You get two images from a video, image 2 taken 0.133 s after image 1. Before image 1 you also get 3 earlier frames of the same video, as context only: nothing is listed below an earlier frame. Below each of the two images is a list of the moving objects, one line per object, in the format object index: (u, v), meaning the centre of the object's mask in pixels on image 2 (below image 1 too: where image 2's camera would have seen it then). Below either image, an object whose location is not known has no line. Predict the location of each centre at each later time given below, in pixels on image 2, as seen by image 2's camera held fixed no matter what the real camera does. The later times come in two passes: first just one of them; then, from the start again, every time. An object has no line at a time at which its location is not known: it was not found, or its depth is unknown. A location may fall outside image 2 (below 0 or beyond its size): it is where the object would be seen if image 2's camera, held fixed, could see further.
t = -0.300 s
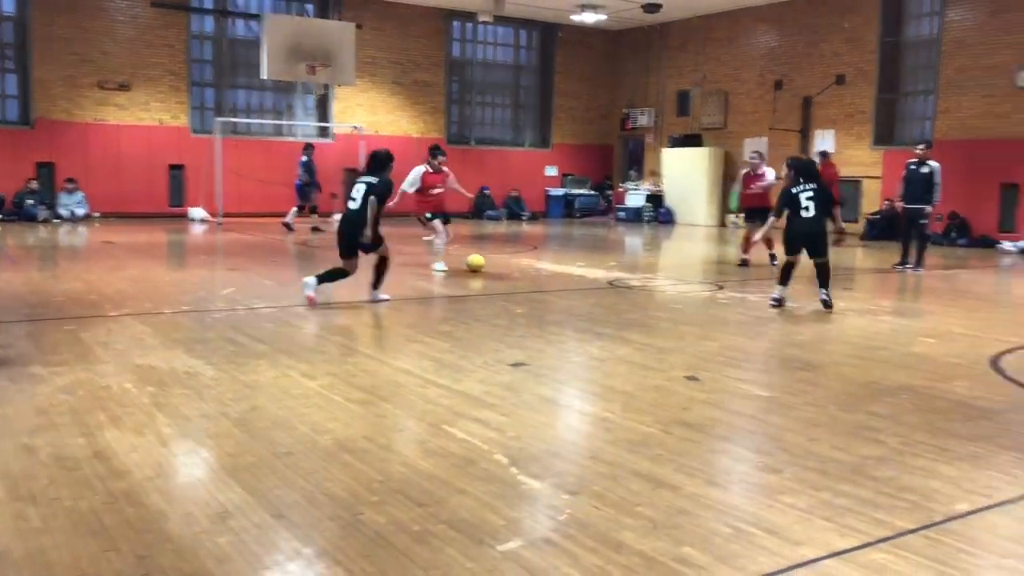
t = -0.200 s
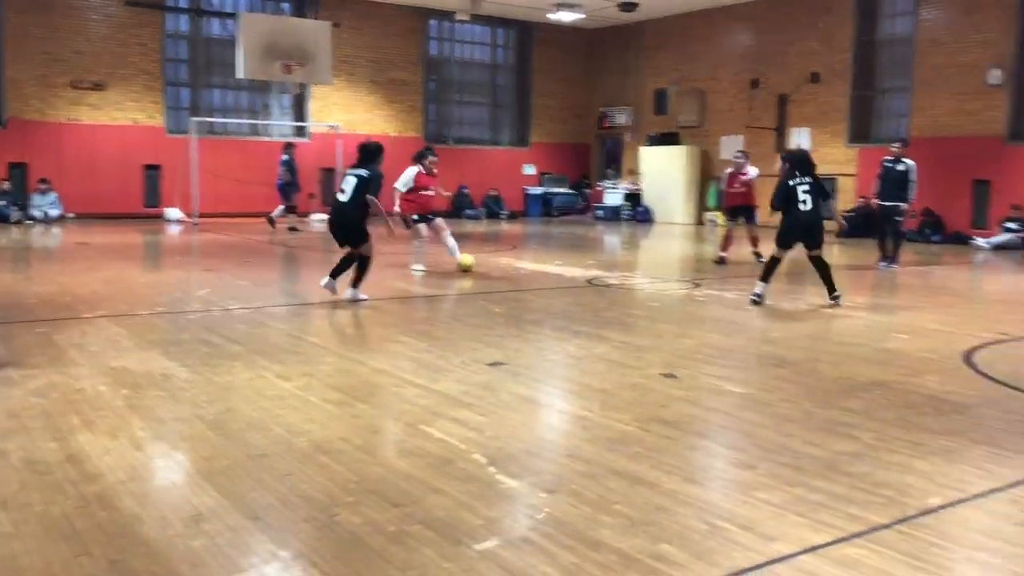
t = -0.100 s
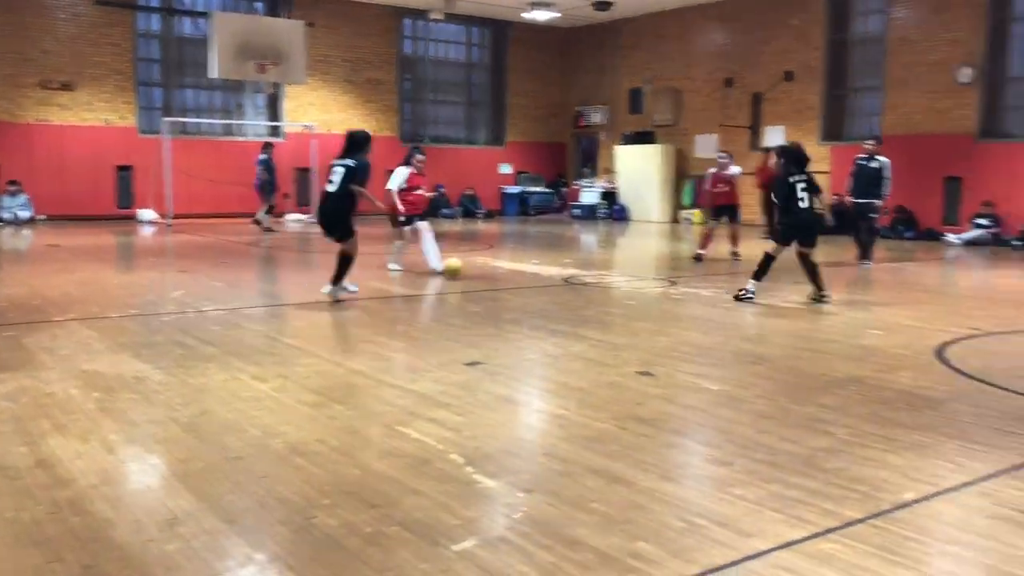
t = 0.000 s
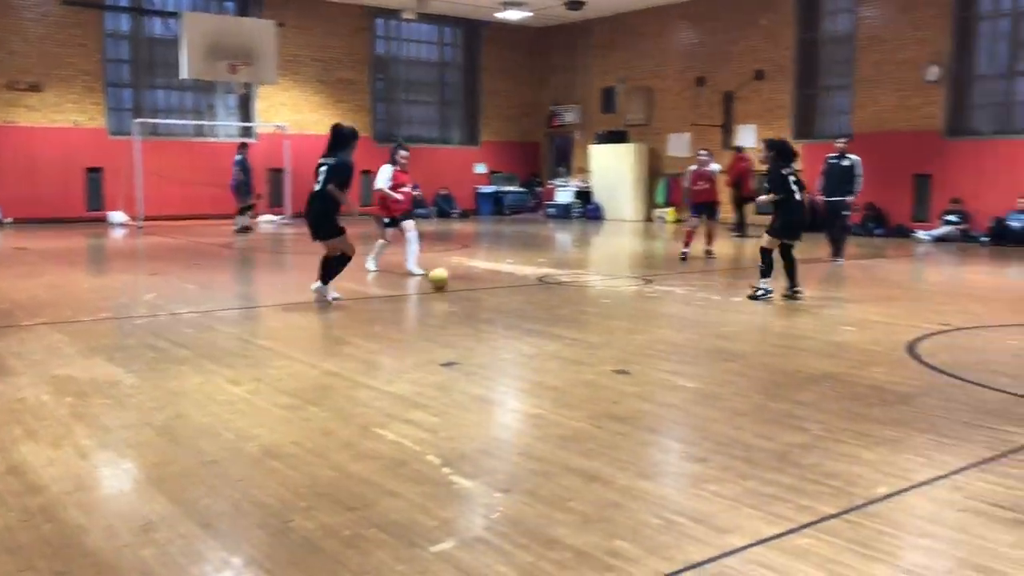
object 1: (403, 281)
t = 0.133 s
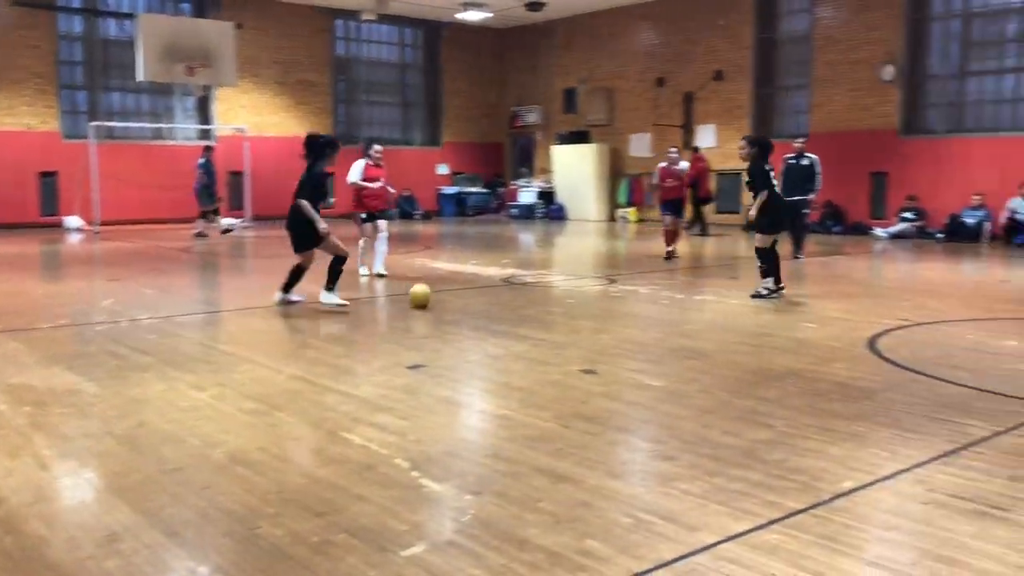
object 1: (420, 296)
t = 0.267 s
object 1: (440, 312)
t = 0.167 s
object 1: (425, 299)
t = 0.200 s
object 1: (430, 305)
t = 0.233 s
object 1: (435, 308)
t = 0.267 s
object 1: (440, 312)
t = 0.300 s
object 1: (446, 316)
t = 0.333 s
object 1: (451, 320)
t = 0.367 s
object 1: (457, 326)
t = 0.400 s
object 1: (464, 331)
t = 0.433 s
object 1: (470, 336)
